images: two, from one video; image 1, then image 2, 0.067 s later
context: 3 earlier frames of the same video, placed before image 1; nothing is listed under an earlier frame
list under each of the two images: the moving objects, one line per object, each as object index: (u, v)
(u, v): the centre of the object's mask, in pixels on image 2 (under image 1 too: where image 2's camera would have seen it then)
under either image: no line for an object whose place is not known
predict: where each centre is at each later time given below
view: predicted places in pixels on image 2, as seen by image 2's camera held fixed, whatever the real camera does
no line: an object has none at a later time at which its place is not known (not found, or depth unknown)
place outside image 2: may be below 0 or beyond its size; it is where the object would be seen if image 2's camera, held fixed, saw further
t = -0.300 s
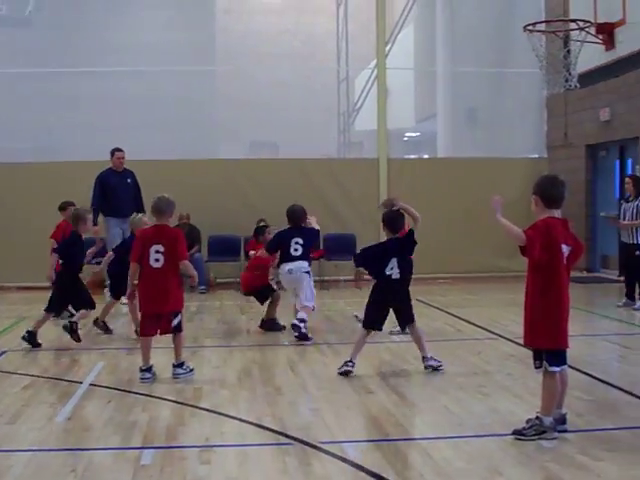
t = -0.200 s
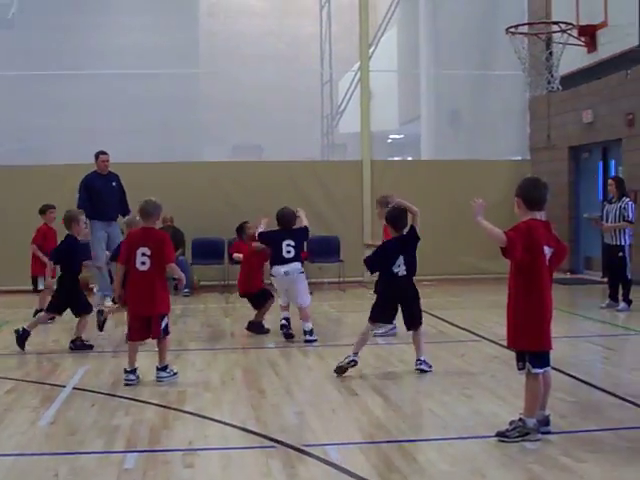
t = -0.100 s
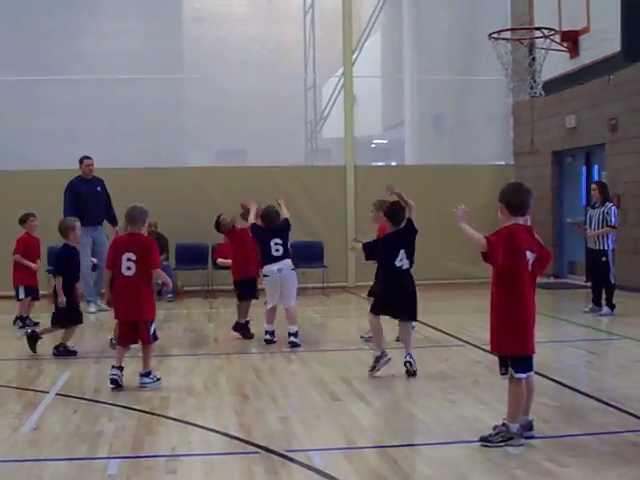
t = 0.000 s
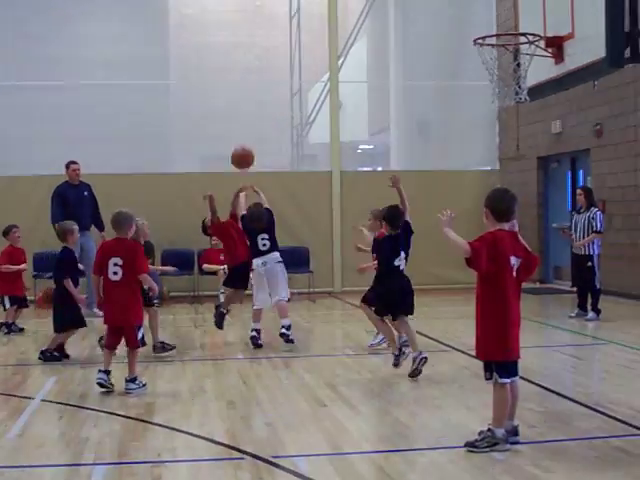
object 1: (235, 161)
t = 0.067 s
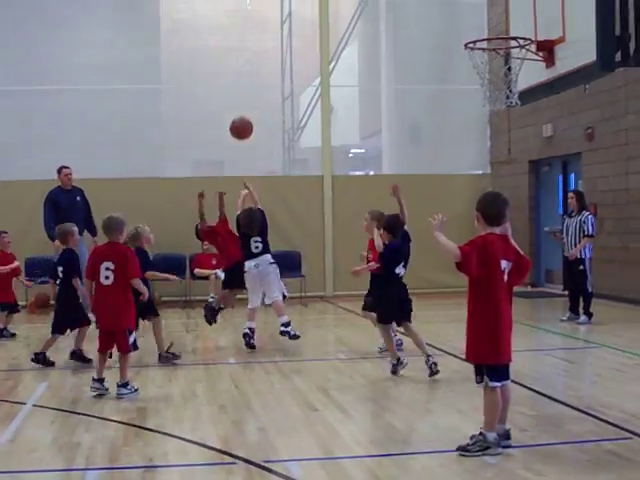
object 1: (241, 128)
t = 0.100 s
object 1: (244, 113)
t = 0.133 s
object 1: (247, 99)
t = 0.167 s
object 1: (249, 86)
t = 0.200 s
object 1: (251, 75)
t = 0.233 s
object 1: (255, 63)
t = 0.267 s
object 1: (257, 53)
